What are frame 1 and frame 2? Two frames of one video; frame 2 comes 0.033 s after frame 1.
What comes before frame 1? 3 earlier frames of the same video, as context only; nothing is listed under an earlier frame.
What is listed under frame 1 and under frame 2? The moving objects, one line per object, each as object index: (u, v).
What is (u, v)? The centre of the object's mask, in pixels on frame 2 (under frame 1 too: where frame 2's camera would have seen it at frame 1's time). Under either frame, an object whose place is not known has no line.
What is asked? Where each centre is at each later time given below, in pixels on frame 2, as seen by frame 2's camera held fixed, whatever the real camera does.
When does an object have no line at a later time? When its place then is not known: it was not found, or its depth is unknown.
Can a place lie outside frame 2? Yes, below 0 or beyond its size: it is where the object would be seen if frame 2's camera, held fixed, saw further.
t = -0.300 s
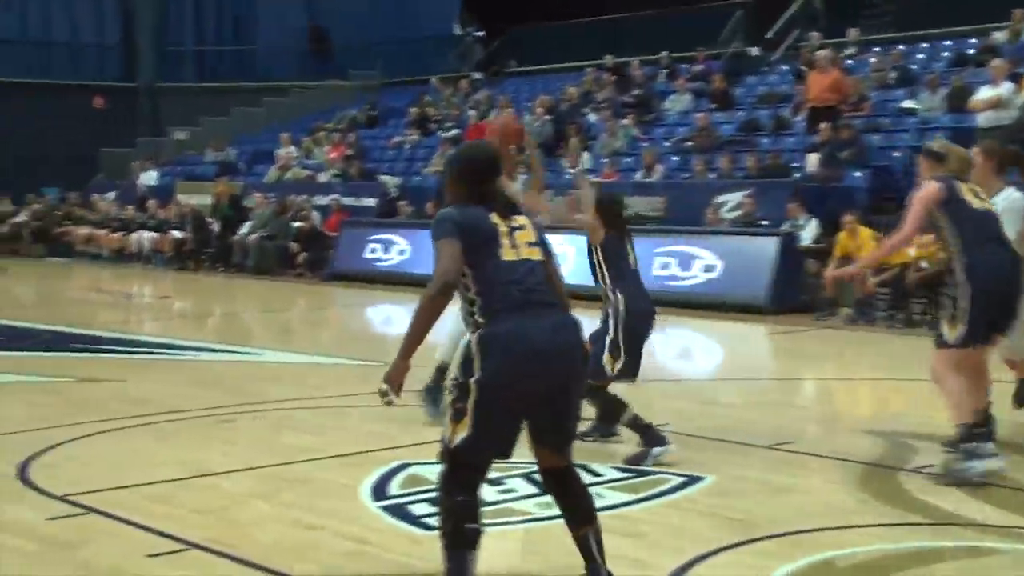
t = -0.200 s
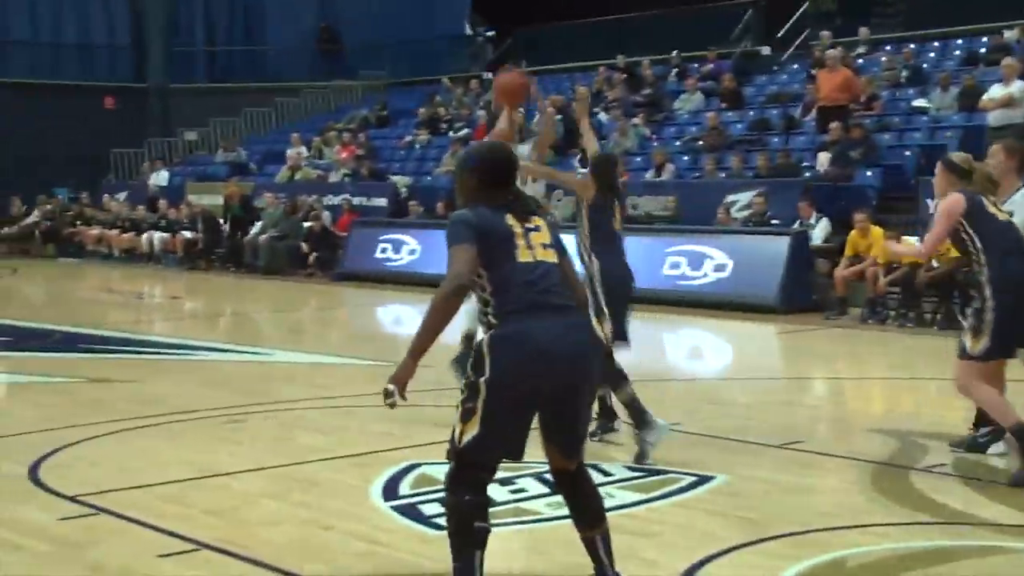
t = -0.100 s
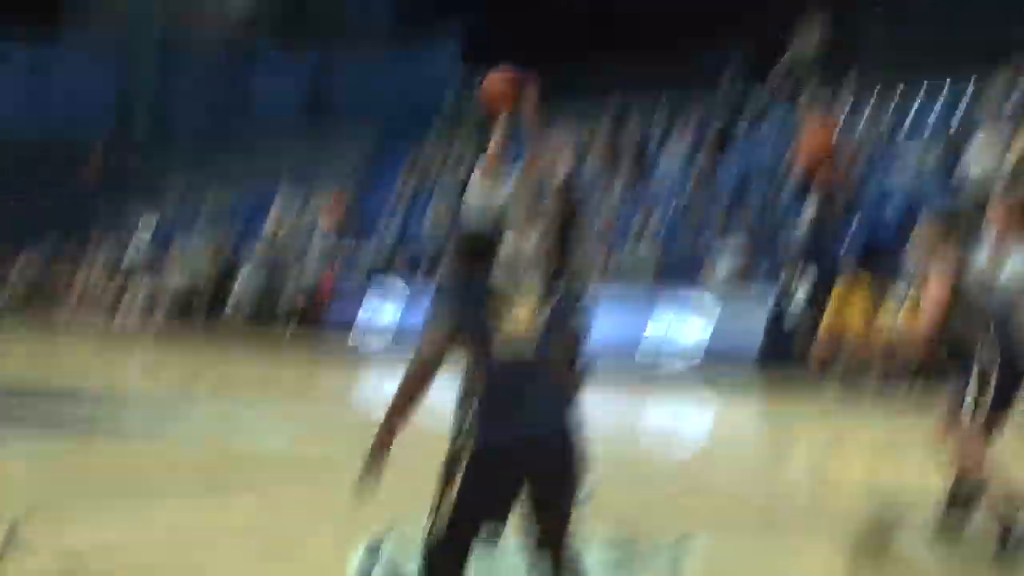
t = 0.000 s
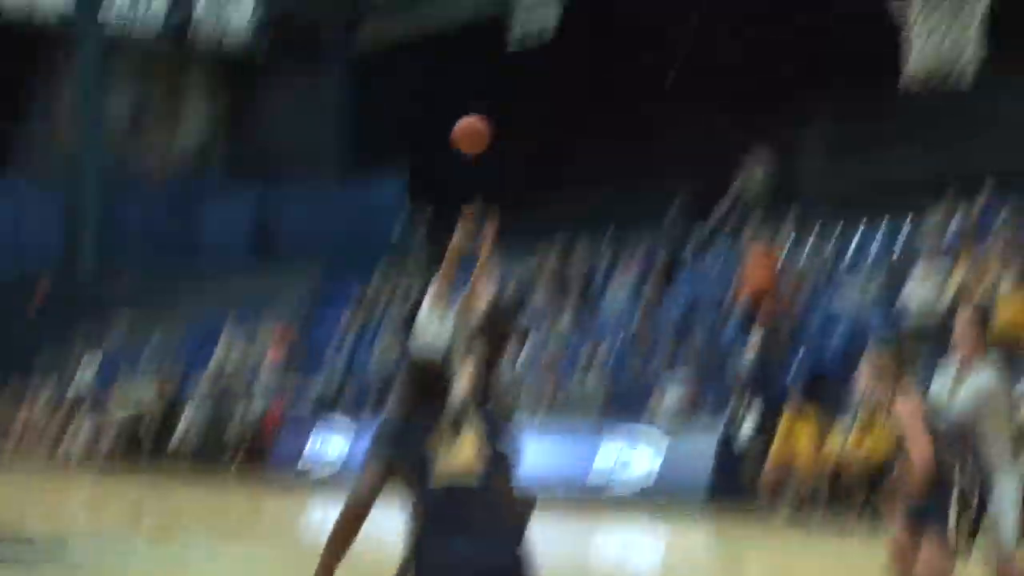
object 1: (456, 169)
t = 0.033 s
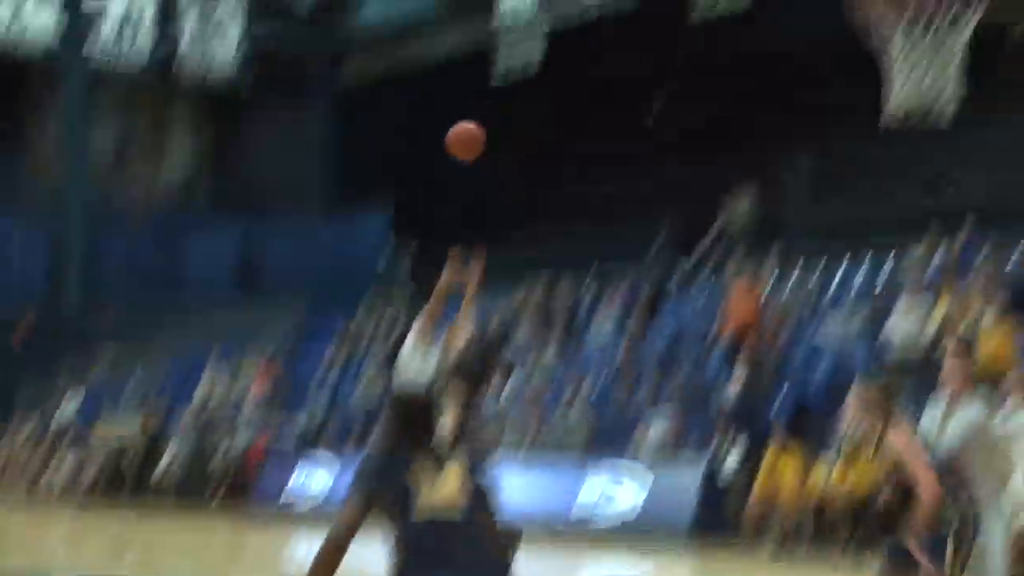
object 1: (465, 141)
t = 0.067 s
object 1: (476, 114)
